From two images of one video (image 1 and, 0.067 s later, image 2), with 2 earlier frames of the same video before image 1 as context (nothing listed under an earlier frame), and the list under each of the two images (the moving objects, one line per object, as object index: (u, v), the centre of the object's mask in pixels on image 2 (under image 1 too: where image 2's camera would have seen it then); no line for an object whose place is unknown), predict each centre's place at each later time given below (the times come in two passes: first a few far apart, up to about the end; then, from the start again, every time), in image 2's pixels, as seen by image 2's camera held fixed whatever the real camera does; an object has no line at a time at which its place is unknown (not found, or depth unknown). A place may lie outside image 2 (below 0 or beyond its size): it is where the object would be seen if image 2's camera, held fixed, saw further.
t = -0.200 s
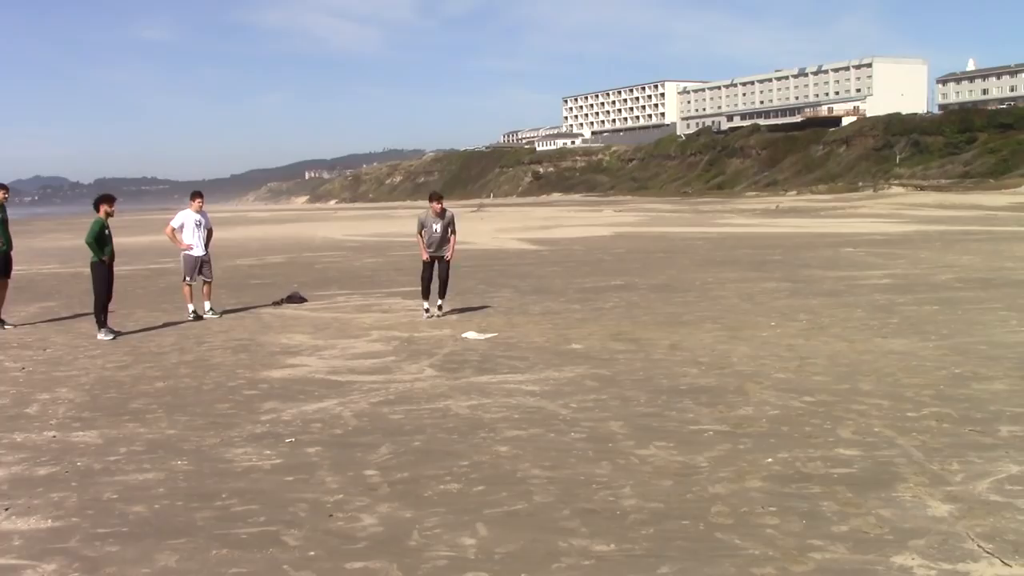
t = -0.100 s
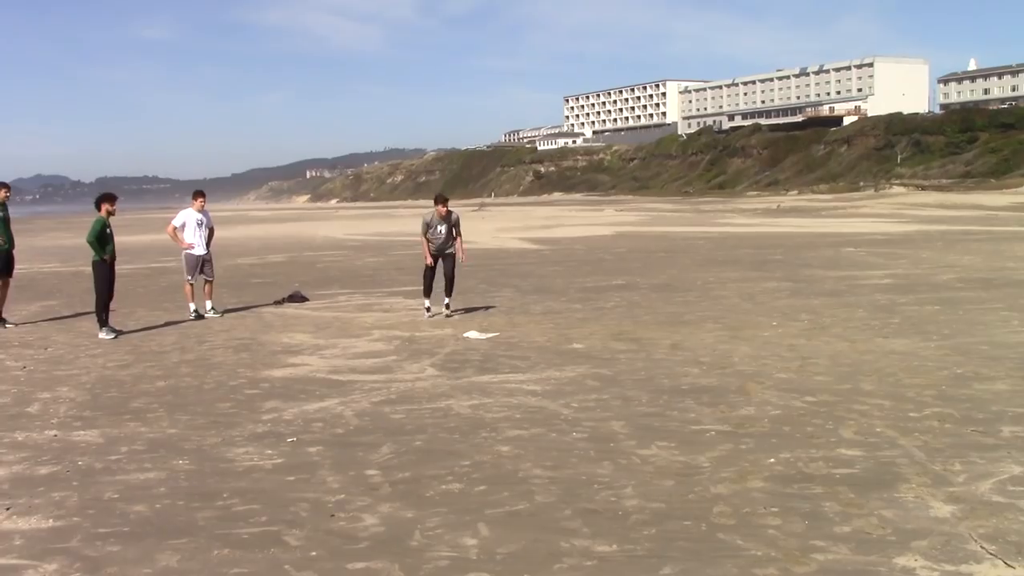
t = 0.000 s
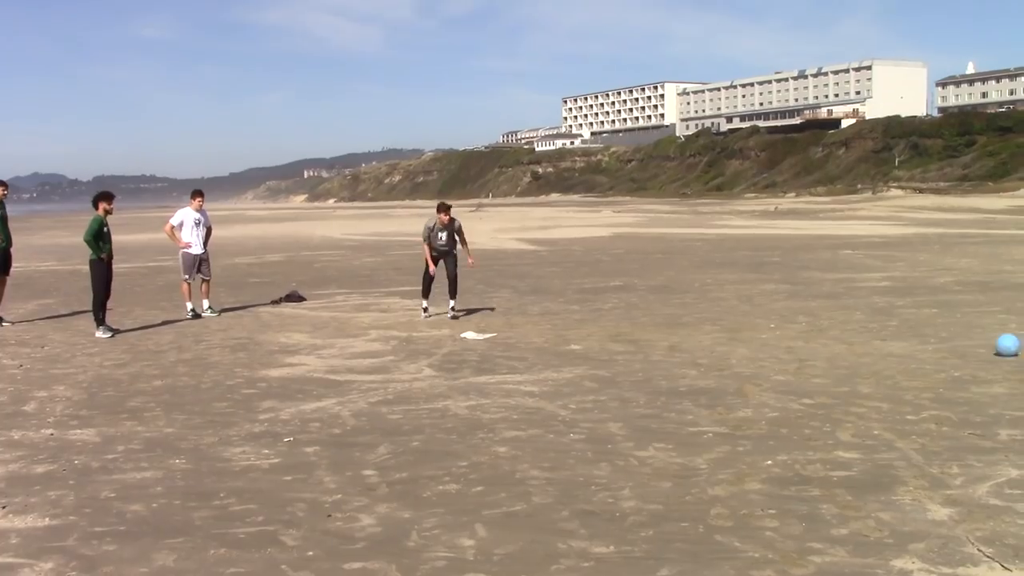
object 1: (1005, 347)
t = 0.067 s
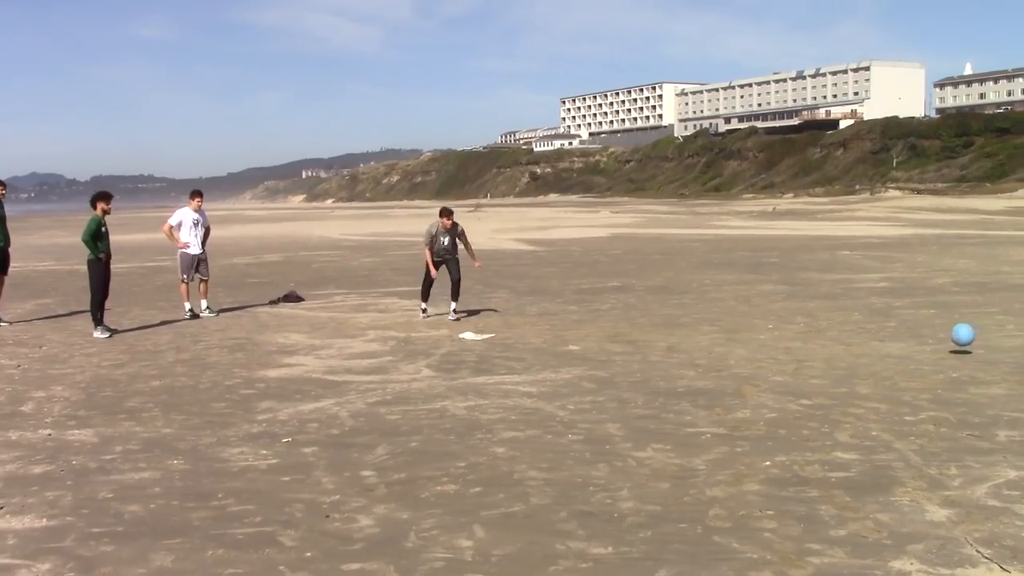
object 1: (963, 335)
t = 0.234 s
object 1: (864, 330)
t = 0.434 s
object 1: (761, 327)
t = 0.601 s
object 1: (684, 332)
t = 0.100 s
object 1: (942, 331)
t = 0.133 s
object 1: (922, 329)
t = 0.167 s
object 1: (902, 328)
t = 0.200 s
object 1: (883, 328)
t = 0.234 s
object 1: (864, 330)
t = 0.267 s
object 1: (846, 333)
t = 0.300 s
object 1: (829, 337)
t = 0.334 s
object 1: (811, 339)
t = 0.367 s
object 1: (794, 334)
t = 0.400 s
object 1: (778, 330)
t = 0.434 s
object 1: (761, 327)
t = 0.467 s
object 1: (745, 325)
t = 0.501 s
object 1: (729, 326)
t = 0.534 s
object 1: (714, 326)
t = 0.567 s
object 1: (699, 328)
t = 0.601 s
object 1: (684, 332)
